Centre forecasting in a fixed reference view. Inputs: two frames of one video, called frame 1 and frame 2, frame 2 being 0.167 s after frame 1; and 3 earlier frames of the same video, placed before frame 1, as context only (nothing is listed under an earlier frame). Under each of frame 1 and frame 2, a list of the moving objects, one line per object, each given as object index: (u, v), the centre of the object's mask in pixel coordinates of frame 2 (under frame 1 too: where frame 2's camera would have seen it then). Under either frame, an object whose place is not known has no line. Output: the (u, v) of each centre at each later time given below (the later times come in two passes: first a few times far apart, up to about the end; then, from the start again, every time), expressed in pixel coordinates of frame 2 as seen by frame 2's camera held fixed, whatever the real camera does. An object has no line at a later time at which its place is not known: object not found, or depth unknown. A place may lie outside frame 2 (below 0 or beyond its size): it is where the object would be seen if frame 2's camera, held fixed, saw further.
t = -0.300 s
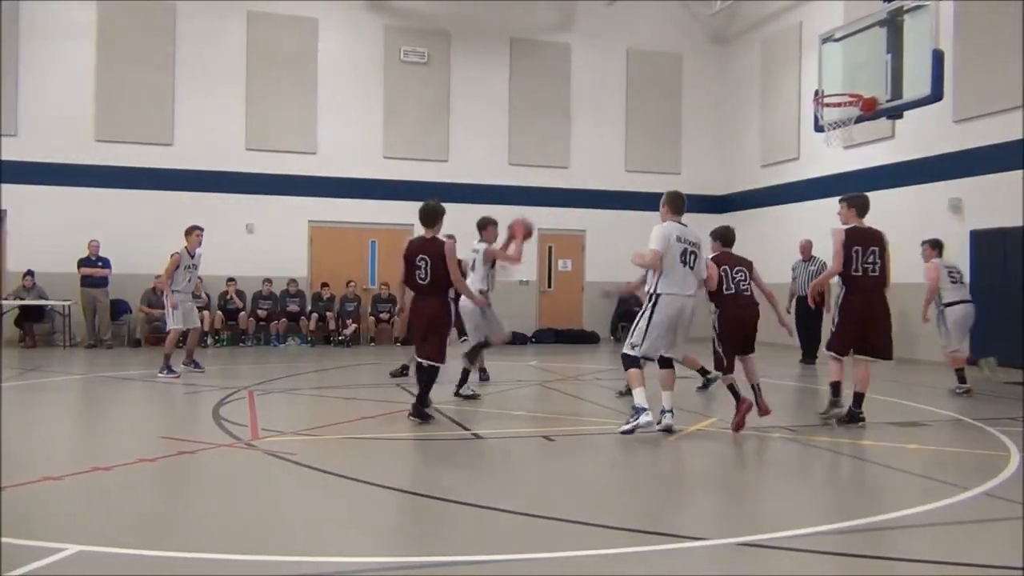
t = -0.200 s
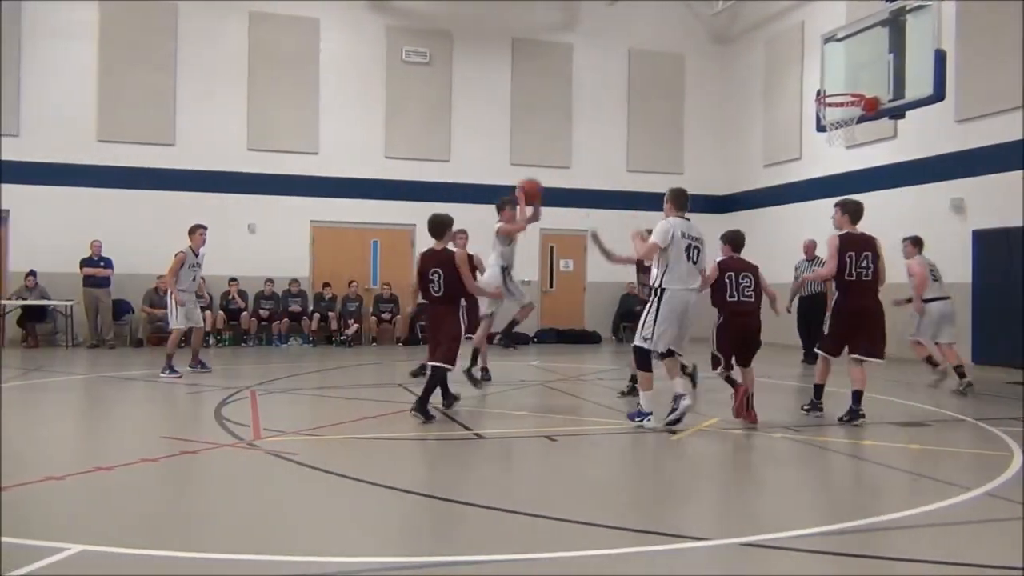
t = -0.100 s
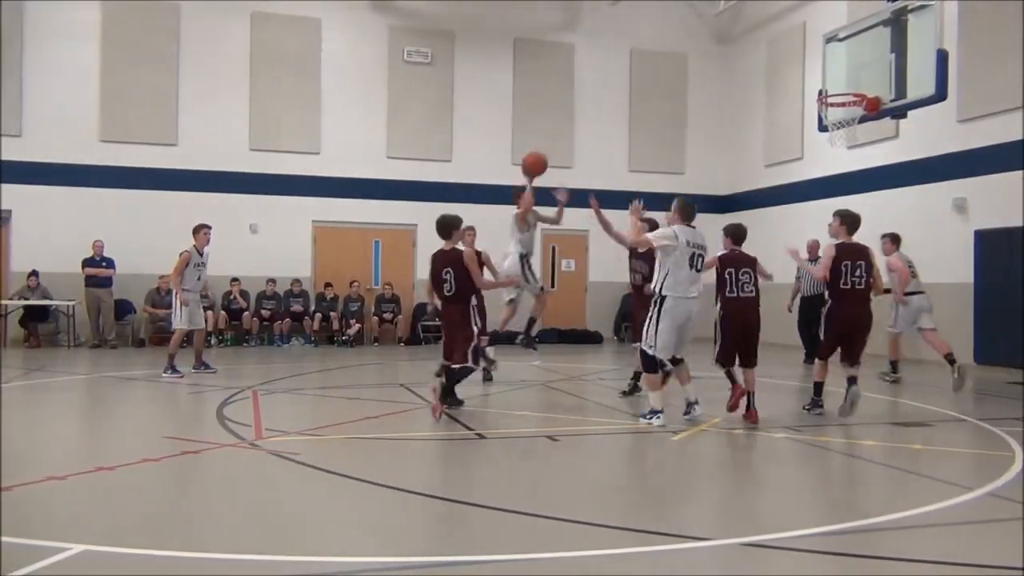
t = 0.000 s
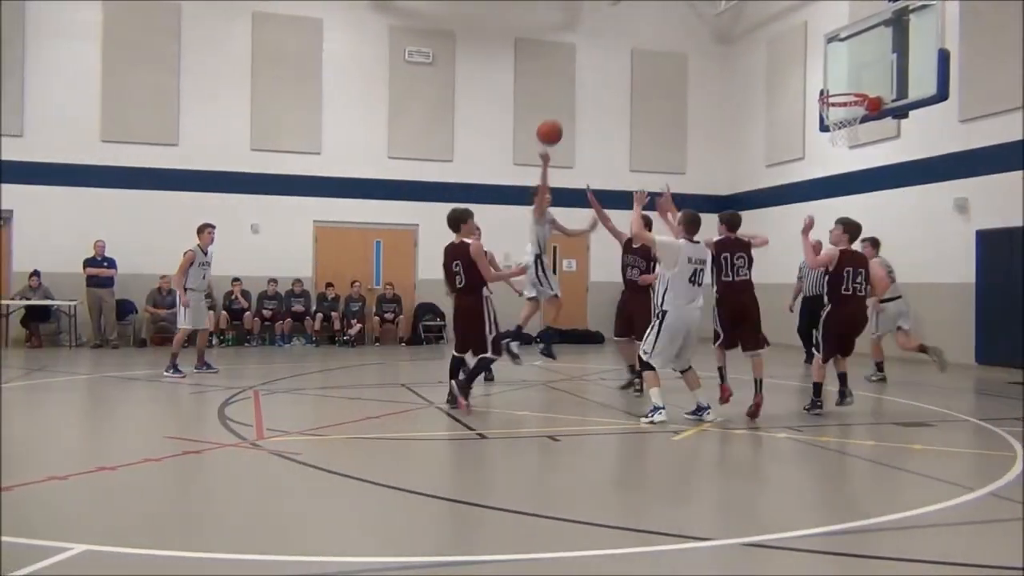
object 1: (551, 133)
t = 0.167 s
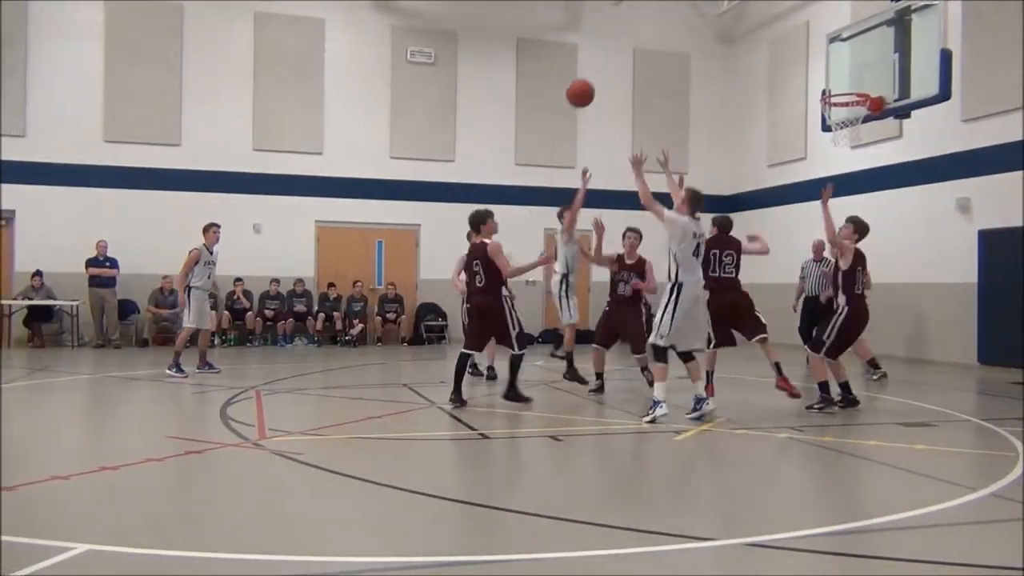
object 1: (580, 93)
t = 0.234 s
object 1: (593, 85)
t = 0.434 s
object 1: (636, 93)
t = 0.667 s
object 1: (701, 182)
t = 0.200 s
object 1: (586, 89)
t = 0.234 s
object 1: (593, 85)
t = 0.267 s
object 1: (599, 83)
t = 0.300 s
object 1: (607, 82)
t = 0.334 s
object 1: (614, 82)
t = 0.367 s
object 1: (621, 84)
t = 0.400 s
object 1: (628, 88)
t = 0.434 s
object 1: (636, 93)
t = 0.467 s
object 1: (645, 100)
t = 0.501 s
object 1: (653, 108)
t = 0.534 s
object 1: (662, 119)
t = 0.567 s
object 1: (671, 132)
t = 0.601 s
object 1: (681, 146)
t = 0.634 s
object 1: (690, 162)
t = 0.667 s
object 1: (701, 182)
